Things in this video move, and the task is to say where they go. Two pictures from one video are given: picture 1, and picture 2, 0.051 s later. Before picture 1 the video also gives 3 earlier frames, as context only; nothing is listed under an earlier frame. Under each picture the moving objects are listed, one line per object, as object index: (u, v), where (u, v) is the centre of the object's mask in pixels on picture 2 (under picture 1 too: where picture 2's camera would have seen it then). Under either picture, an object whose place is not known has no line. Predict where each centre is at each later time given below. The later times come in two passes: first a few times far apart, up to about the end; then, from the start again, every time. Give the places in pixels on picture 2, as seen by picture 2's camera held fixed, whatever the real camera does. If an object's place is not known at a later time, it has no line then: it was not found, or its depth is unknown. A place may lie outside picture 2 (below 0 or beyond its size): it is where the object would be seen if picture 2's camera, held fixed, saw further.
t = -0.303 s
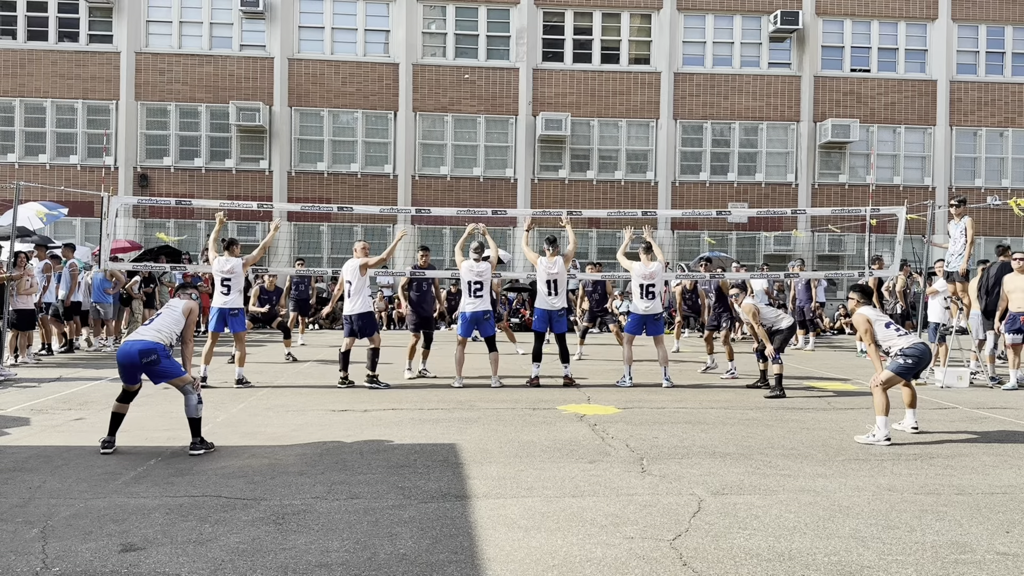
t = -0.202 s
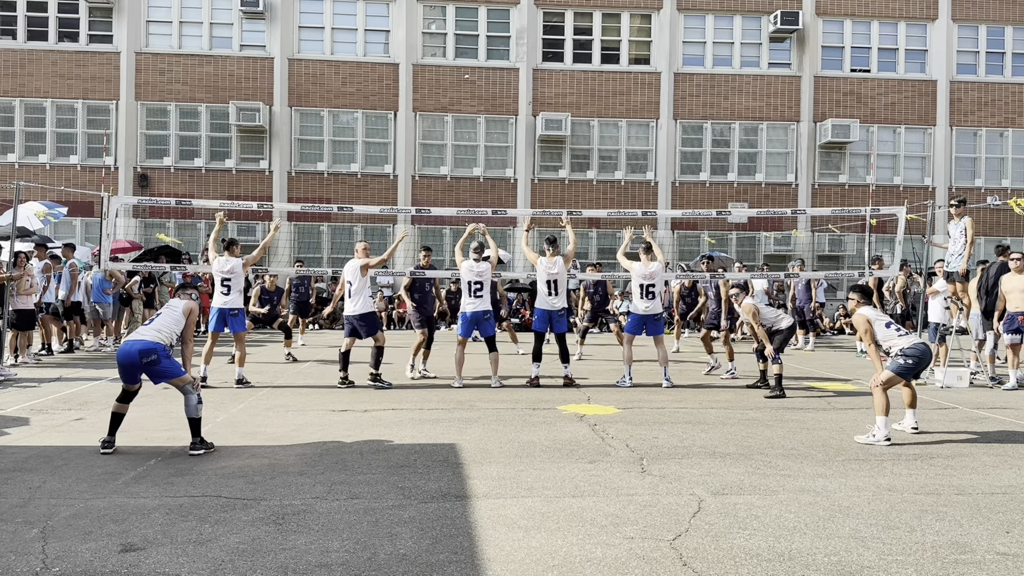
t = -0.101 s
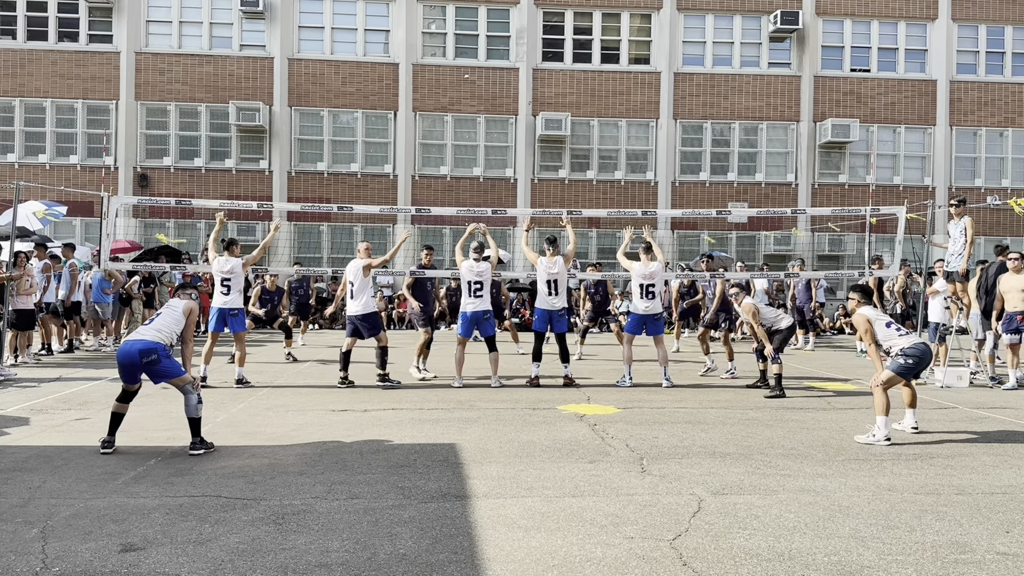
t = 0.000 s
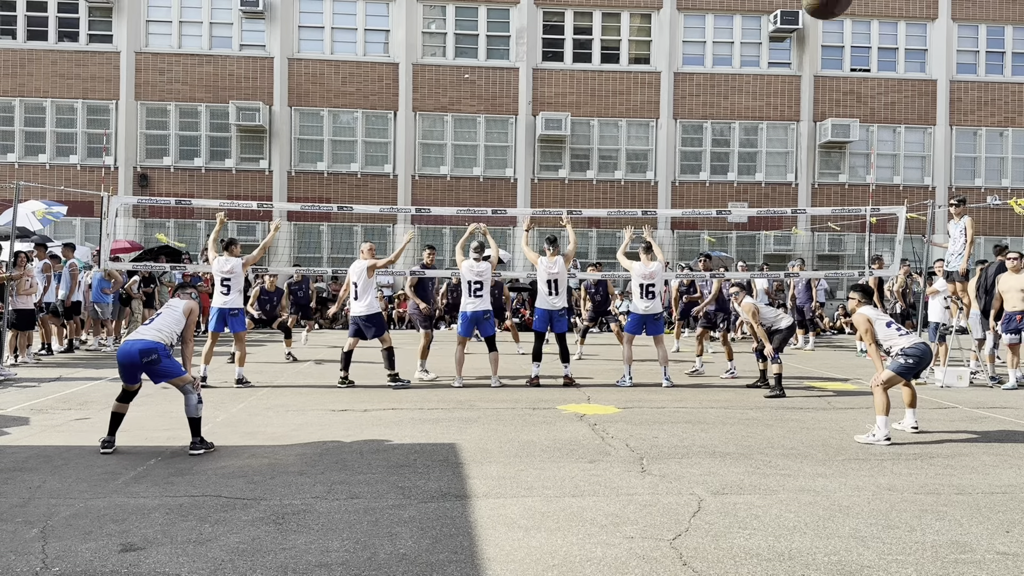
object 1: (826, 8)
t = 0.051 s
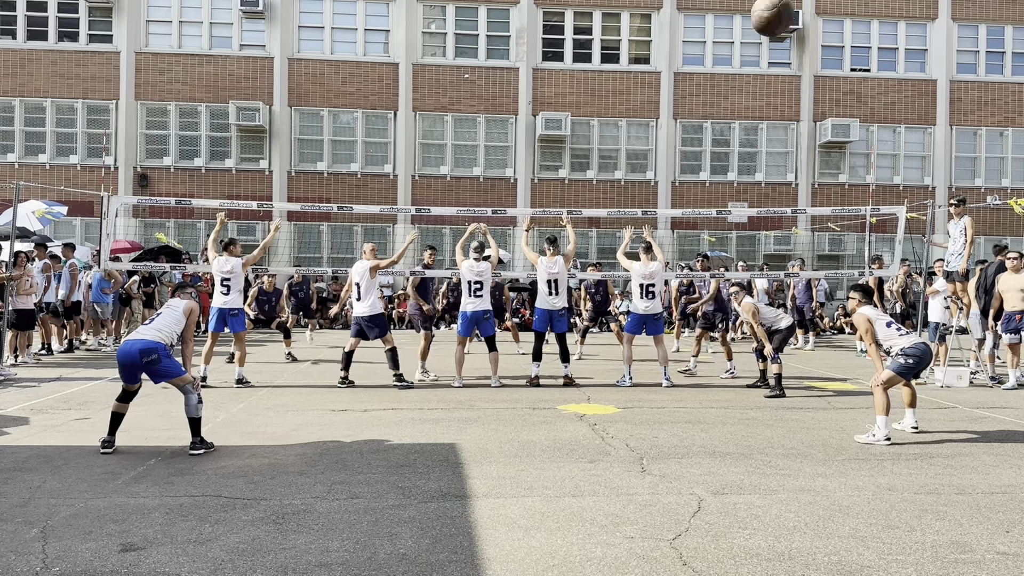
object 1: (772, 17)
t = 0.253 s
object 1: (670, 81)
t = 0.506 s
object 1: (626, 153)
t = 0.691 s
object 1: (613, 205)
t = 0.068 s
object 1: (758, 21)
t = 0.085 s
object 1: (746, 27)
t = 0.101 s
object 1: (735, 33)
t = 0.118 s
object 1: (725, 39)
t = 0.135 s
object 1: (715, 45)
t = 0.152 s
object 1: (707, 50)
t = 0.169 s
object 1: (699, 55)
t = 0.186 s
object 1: (692, 61)
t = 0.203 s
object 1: (686, 66)
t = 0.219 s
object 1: (680, 71)
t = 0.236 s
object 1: (675, 76)
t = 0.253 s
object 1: (670, 81)
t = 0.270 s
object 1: (665, 86)
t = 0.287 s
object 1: (661, 91)
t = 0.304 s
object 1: (657, 96)
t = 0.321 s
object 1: (654, 100)
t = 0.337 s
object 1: (650, 105)
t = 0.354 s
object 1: (647, 110)
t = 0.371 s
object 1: (644, 115)
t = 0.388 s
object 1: (641, 119)
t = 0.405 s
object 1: (639, 124)
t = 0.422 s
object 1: (637, 129)
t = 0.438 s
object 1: (635, 134)
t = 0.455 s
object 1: (632, 138)
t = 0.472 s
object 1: (630, 144)
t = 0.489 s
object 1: (628, 148)
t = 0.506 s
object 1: (626, 153)
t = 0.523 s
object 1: (625, 158)
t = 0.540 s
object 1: (623, 163)
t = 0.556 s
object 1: (622, 168)
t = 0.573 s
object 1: (621, 173)
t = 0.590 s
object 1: (619, 178)
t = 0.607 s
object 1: (618, 183)
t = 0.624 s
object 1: (617, 187)
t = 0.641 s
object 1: (616, 192)
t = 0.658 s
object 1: (615, 197)
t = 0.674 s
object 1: (615, 202)
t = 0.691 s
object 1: (613, 205)
